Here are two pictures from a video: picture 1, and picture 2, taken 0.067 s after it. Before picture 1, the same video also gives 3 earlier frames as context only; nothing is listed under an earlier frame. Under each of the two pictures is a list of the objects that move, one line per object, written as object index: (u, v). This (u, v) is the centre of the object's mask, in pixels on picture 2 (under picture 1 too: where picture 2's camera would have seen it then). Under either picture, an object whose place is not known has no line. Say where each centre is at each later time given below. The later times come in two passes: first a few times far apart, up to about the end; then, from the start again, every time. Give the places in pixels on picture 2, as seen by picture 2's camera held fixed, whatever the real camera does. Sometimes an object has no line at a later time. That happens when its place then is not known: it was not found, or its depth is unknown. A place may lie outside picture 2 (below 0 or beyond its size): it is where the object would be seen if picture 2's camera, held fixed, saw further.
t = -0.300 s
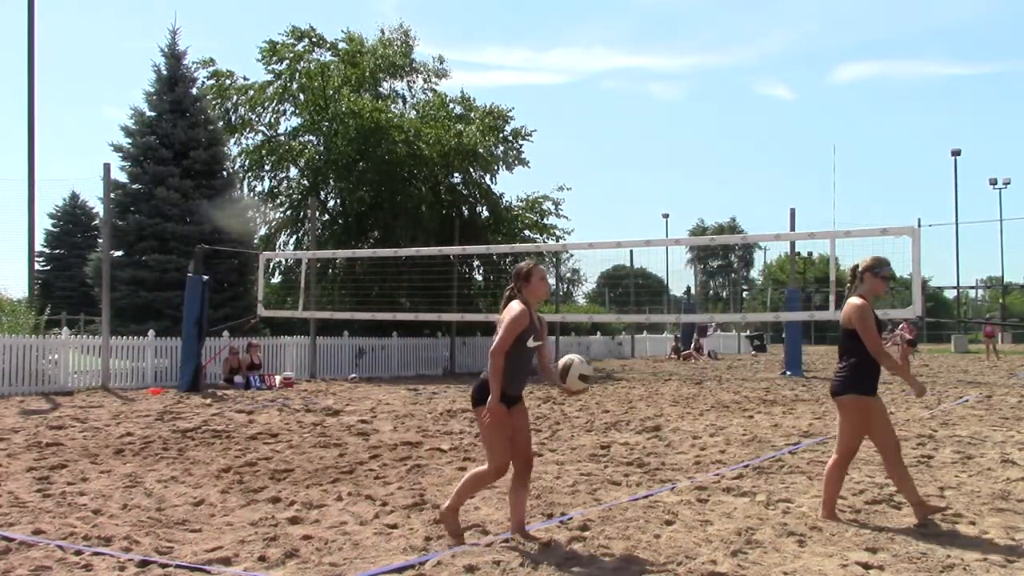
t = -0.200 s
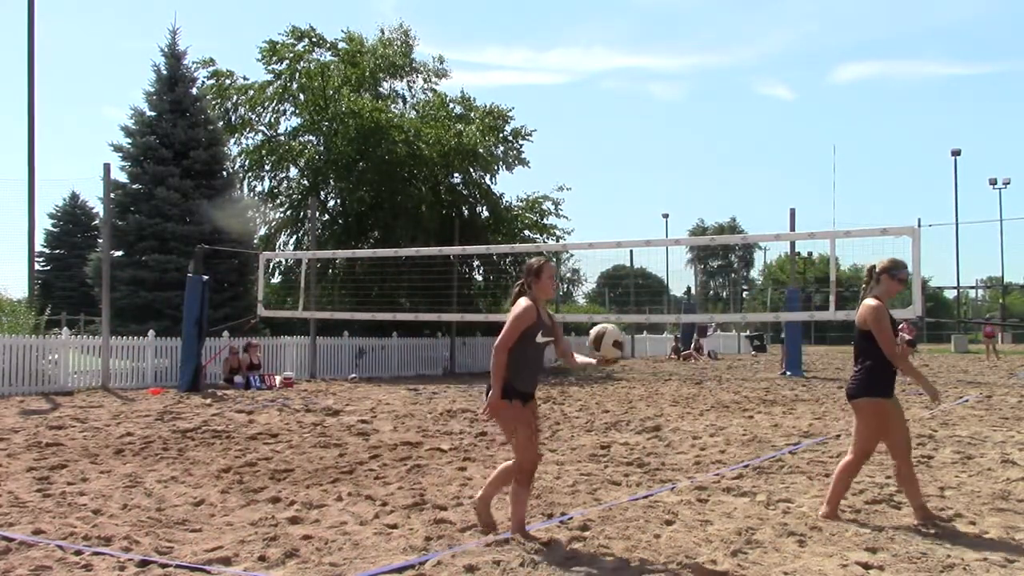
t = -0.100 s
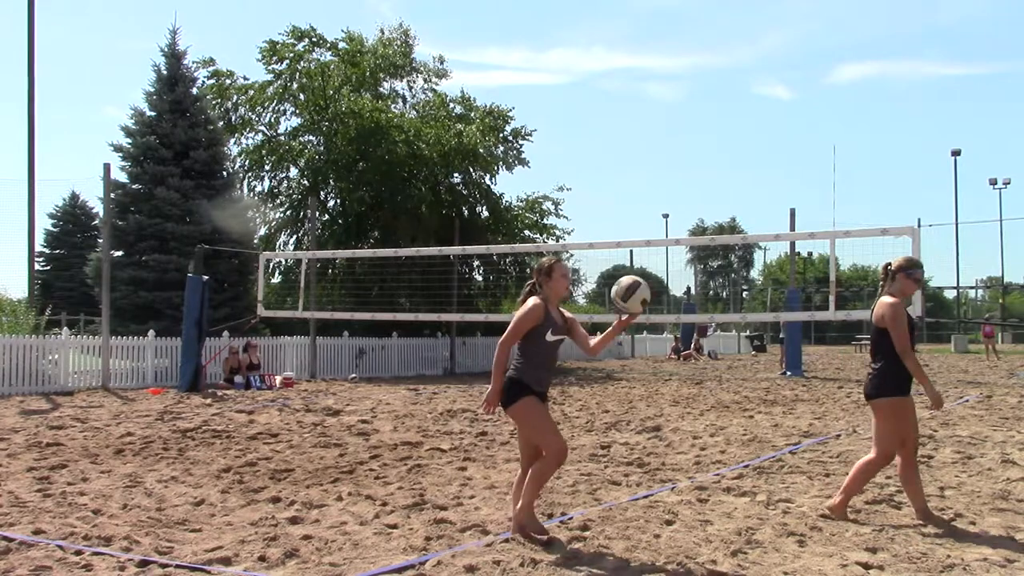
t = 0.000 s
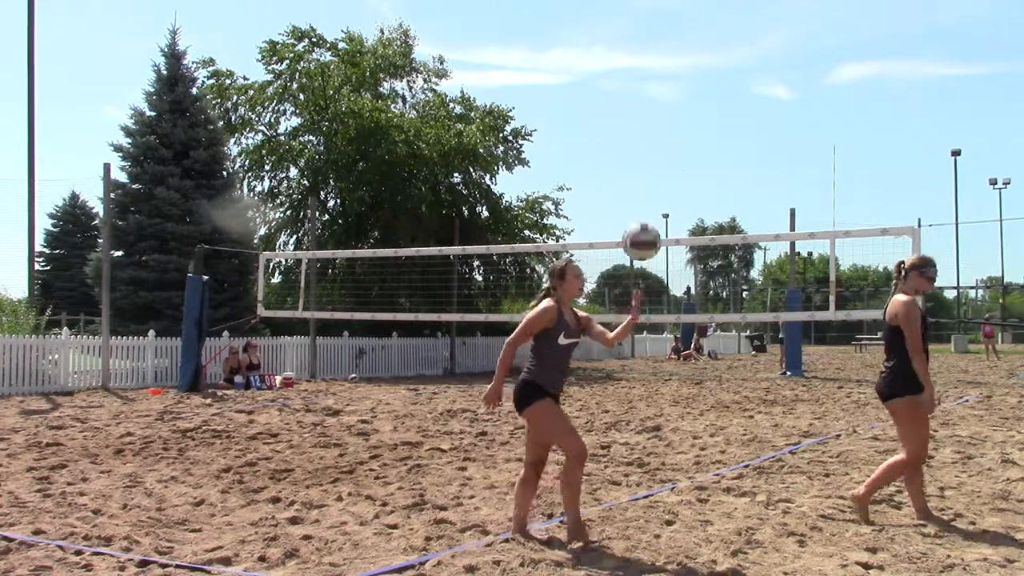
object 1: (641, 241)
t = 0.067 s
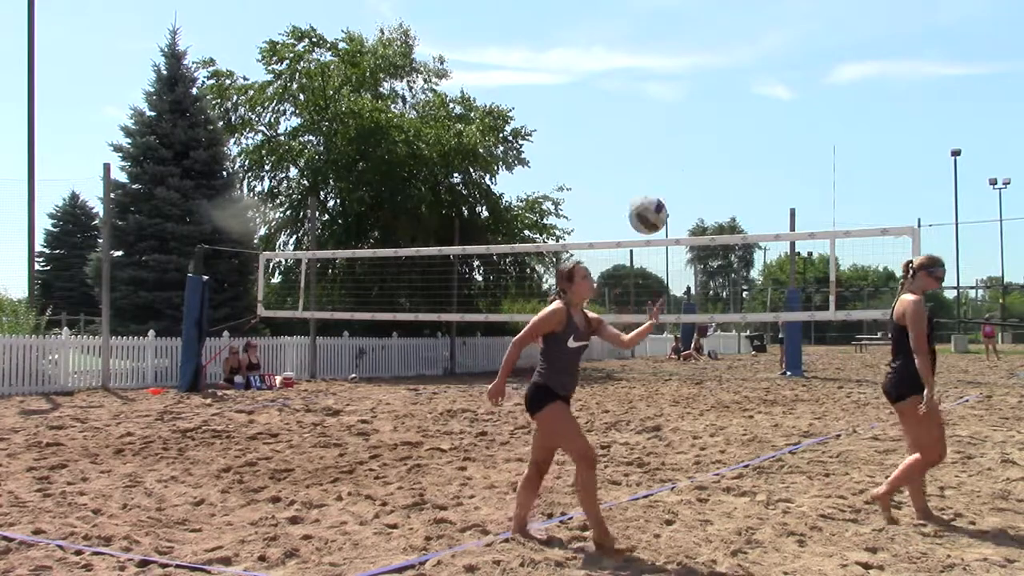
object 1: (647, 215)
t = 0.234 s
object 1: (664, 182)
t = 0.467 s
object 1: (686, 222)
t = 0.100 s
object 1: (651, 205)
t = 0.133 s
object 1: (655, 196)
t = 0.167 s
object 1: (658, 190)
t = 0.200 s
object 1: (661, 185)
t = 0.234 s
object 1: (664, 182)
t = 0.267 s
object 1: (667, 182)
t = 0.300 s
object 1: (670, 183)
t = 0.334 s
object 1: (674, 187)
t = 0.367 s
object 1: (677, 193)
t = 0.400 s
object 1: (680, 201)
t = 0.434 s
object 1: (683, 210)
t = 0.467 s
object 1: (686, 222)
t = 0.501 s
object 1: (689, 236)
